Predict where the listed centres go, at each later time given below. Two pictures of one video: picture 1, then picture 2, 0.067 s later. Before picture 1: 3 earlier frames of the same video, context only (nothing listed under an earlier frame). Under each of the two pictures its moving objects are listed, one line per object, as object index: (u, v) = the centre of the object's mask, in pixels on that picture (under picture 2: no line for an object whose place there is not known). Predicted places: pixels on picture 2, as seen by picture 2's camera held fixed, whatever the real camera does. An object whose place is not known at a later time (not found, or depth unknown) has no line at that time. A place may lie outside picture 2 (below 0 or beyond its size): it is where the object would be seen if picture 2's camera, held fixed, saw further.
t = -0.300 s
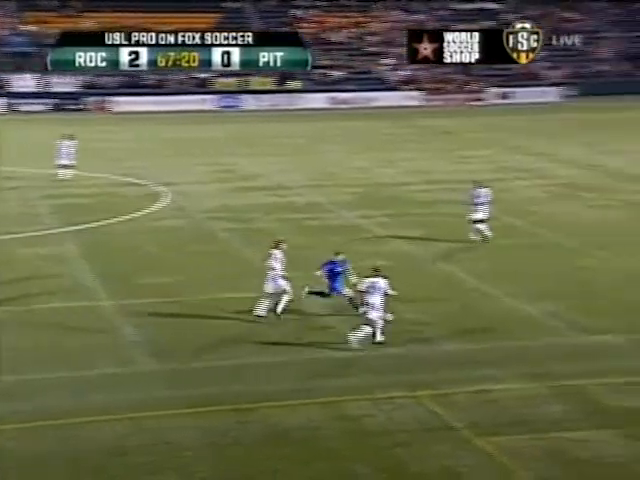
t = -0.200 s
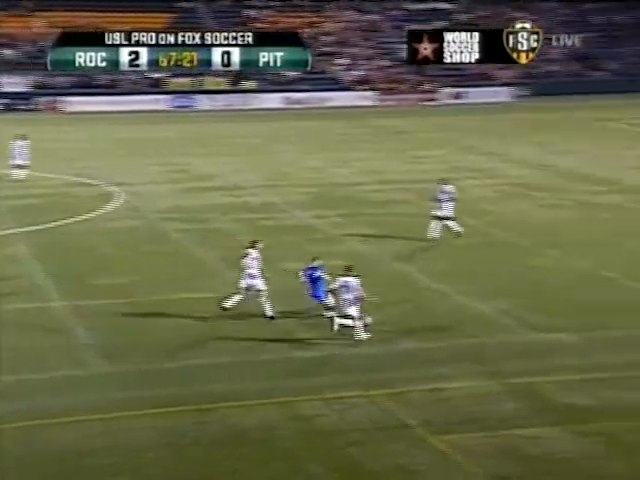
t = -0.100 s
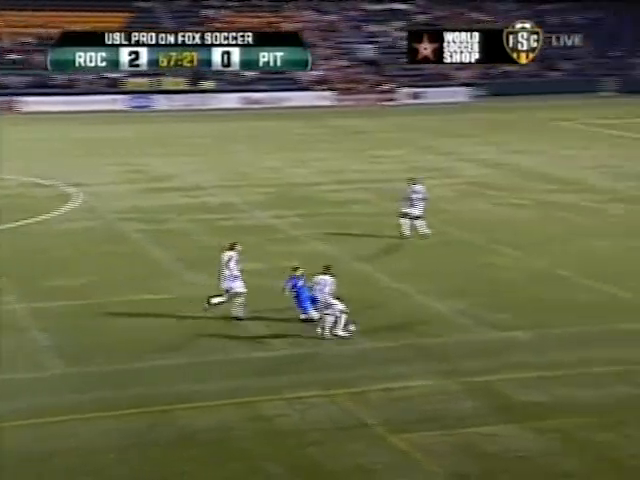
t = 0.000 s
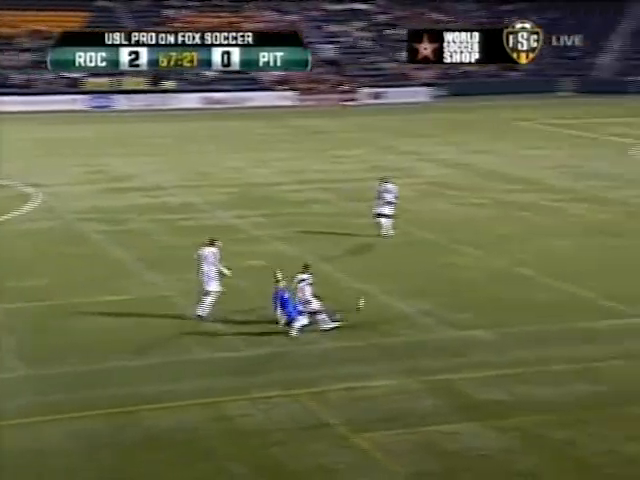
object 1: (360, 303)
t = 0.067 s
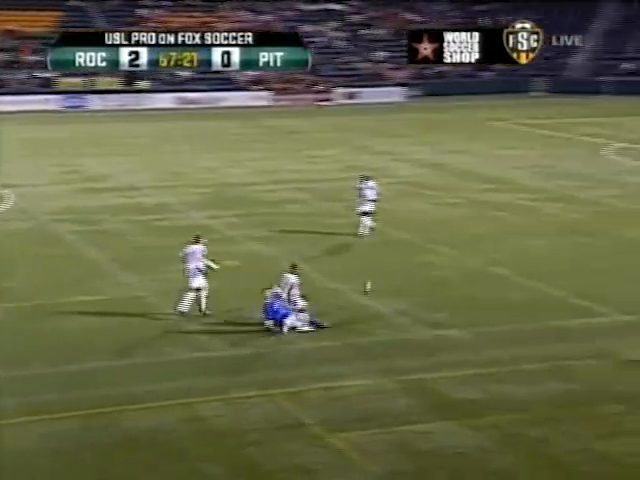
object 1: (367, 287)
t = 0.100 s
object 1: (382, 279)
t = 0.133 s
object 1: (396, 272)
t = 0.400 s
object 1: (483, 238)
